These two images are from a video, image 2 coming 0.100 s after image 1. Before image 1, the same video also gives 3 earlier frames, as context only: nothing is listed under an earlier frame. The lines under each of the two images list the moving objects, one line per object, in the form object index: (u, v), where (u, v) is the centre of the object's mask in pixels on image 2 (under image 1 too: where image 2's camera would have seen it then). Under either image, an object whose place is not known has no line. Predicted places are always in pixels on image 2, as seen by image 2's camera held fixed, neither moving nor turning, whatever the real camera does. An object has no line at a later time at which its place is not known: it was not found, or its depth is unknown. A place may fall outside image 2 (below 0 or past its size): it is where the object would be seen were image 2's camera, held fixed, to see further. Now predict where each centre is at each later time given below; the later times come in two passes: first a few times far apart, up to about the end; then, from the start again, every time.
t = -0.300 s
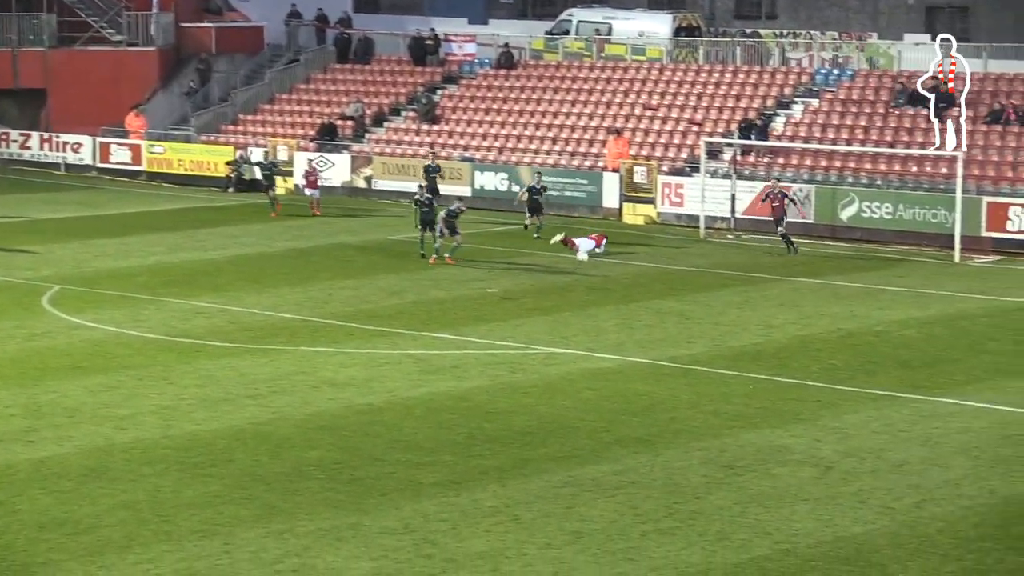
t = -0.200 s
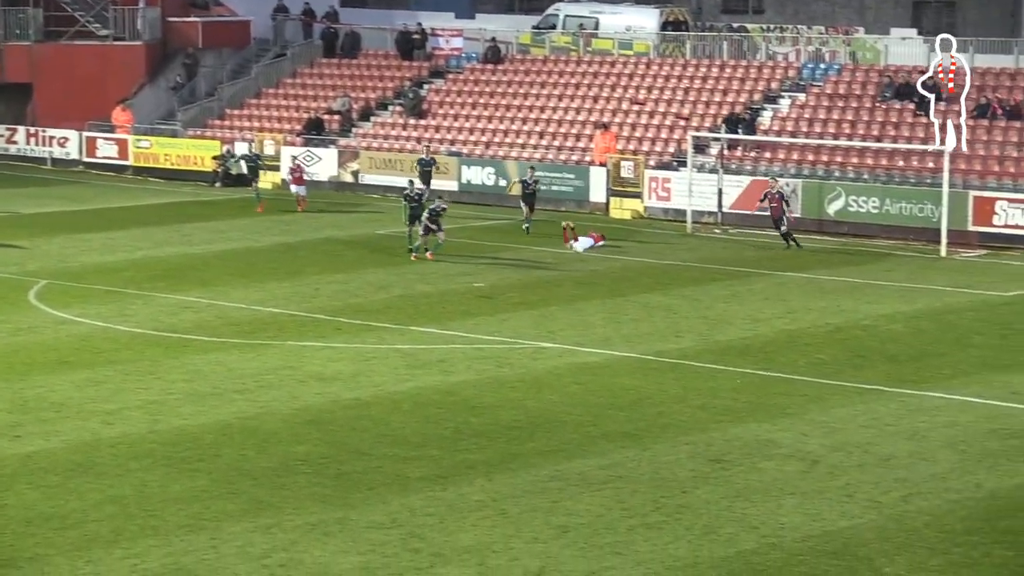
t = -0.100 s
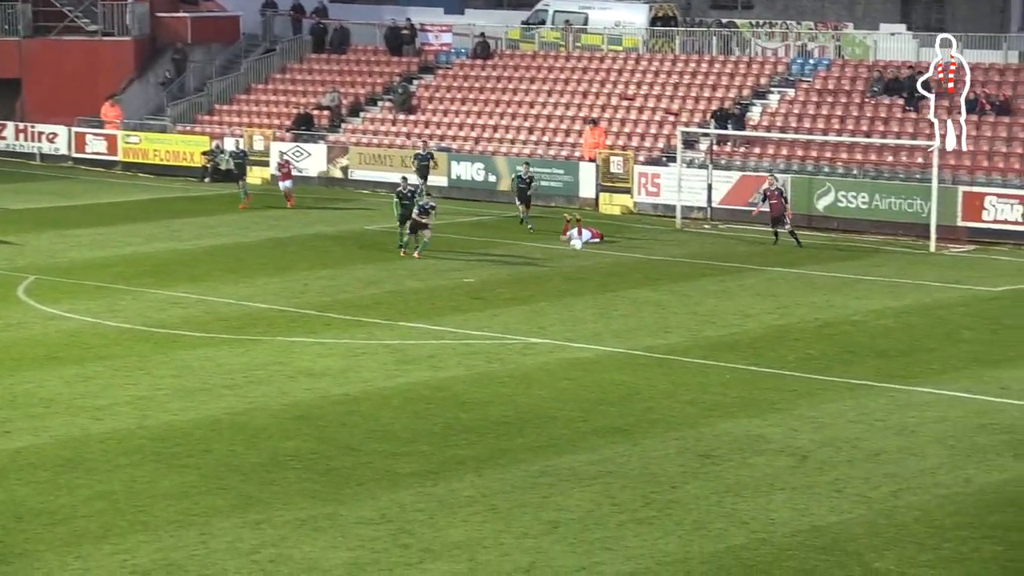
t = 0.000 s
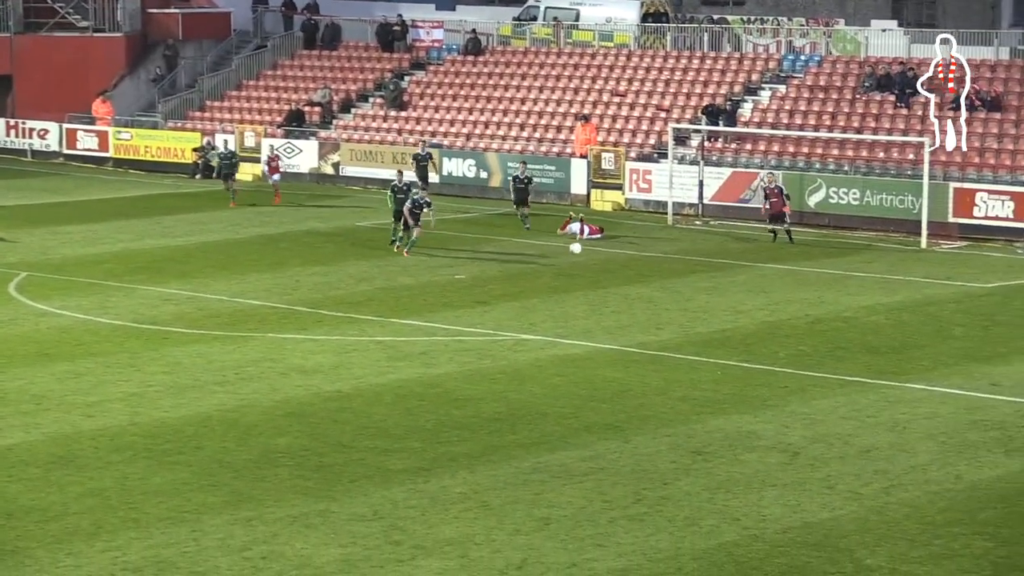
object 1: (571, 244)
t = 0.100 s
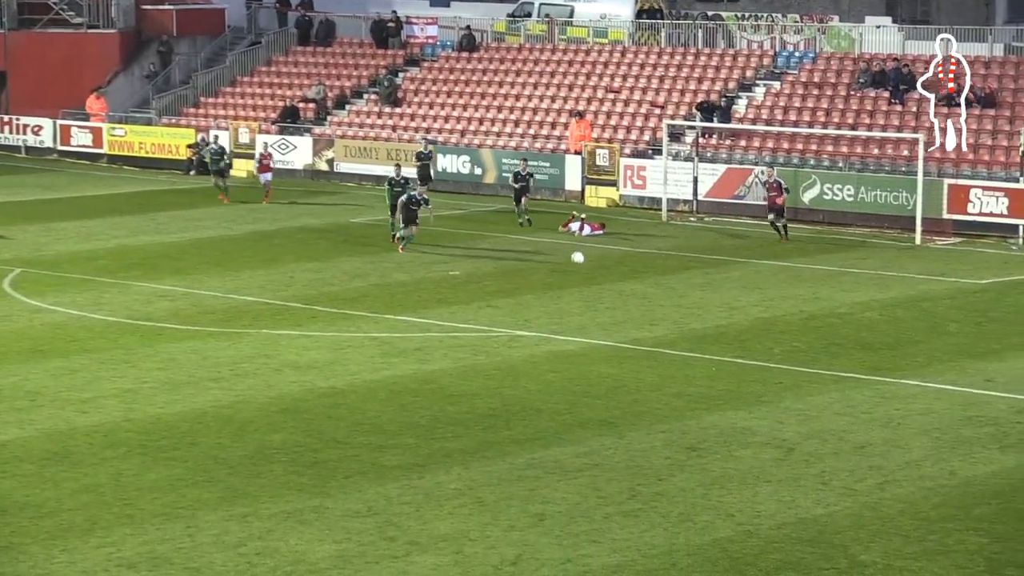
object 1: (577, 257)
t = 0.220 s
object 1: (584, 281)
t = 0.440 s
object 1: (597, 326)
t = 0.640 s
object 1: (605, 315)
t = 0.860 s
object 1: (614, 332)
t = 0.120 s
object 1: (579, 261)
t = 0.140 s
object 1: (579, 264)
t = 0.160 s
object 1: (580, 268)
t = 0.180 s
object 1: (582, 273)
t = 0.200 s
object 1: (583, 277)
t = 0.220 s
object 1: (584, 281)
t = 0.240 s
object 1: (586, 286)
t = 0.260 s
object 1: (588, 291)
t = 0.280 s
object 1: (589, 296)
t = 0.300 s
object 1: (590, 301)
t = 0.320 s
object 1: (591, 307)
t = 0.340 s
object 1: (593, 314)
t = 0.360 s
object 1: (593, 320)
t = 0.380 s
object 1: (595, 327)
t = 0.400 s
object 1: (596, 330)
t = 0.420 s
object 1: (596, 328)
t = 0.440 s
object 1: (597, 326)
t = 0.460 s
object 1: (598, 324)
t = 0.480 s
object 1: (599, 321)
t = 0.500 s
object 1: (600, 319)
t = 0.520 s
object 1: (600, 318)
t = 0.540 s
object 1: (601, 317)
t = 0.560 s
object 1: (602, 316)
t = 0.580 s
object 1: (602, 315)
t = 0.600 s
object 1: (603, 315)
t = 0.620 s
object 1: (604, 314)
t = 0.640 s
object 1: (605, 315)
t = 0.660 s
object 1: (606, 315)
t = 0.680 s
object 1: (606, 315)
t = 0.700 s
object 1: (607, 315)
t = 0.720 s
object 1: (608, 316)
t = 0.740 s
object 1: (609, 318)
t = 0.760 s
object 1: (610, 320)
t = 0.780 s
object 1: (610, 322)
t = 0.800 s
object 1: (611, 323)
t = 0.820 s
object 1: (612, 326)
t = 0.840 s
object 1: (613, 329)
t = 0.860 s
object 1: (614, 332)
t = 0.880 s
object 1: (615, 335)
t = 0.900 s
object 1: (615, 338)
